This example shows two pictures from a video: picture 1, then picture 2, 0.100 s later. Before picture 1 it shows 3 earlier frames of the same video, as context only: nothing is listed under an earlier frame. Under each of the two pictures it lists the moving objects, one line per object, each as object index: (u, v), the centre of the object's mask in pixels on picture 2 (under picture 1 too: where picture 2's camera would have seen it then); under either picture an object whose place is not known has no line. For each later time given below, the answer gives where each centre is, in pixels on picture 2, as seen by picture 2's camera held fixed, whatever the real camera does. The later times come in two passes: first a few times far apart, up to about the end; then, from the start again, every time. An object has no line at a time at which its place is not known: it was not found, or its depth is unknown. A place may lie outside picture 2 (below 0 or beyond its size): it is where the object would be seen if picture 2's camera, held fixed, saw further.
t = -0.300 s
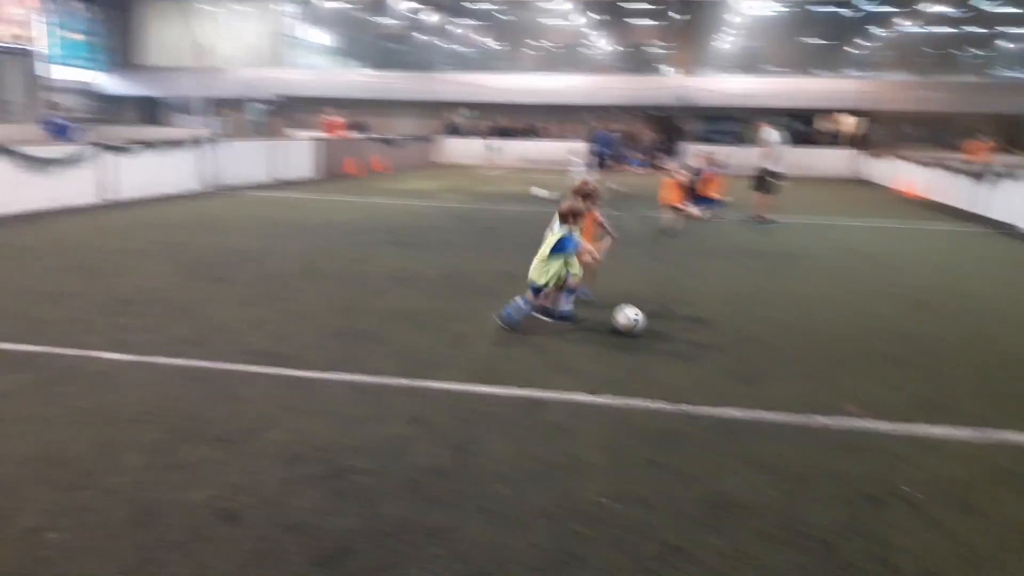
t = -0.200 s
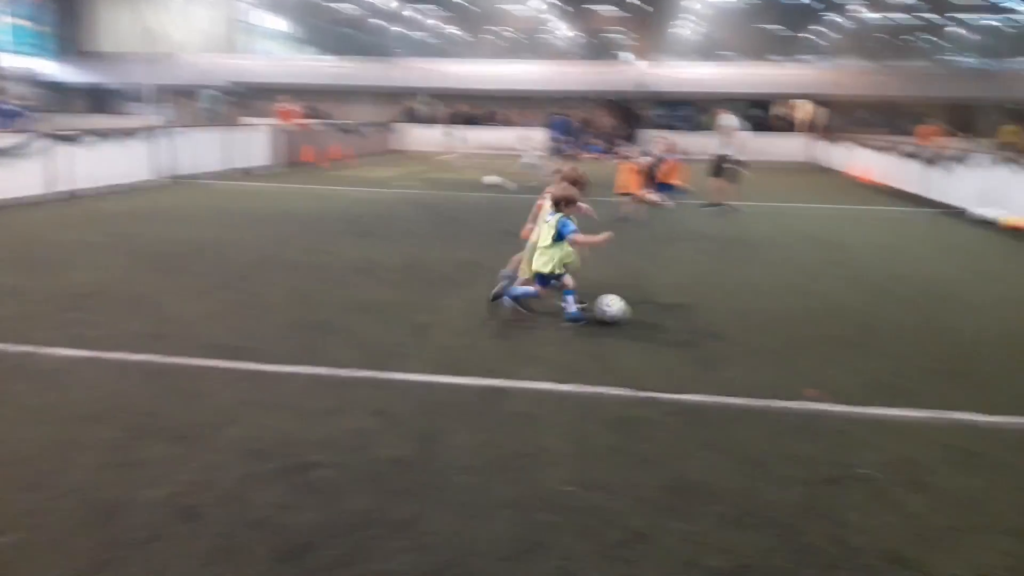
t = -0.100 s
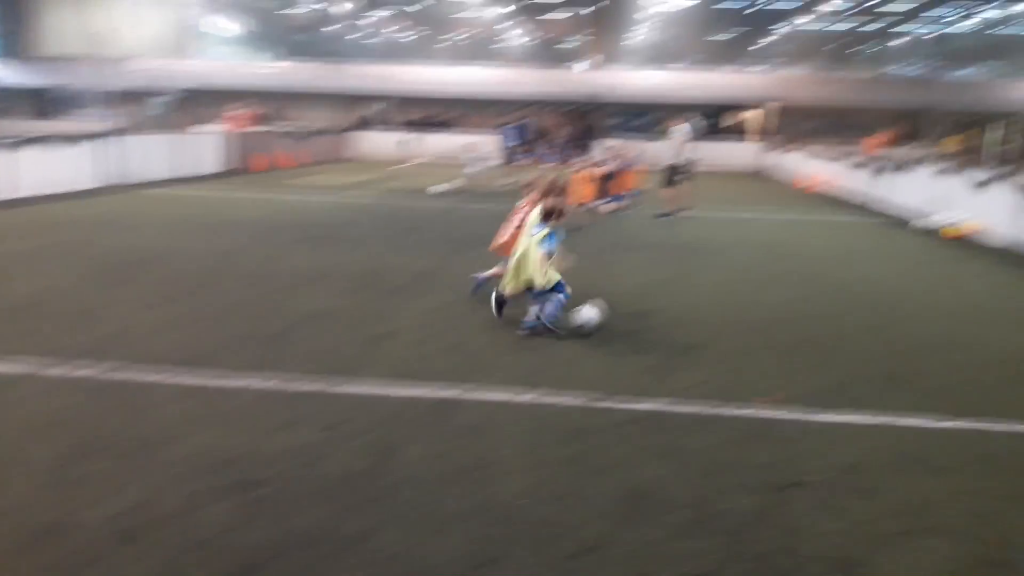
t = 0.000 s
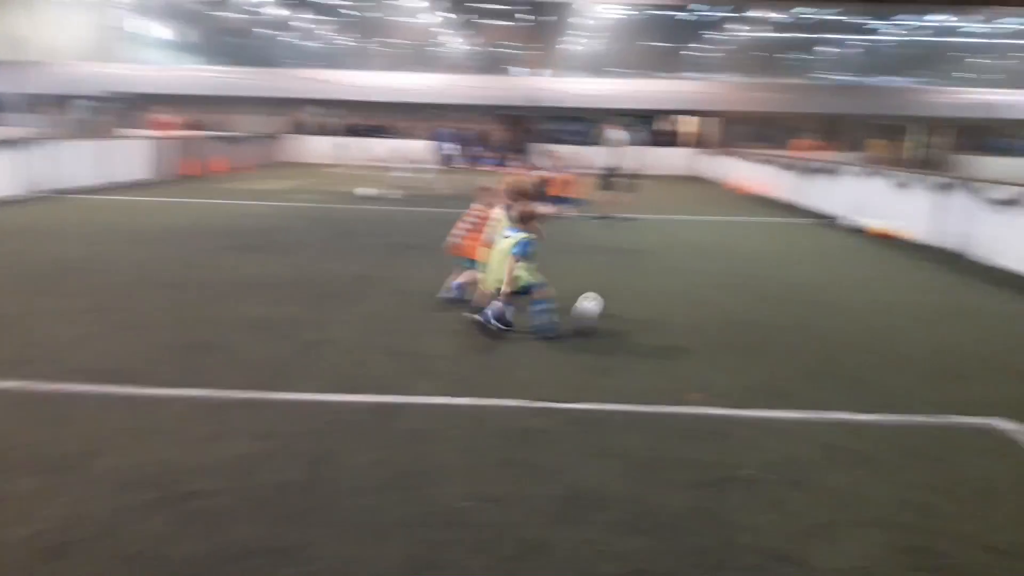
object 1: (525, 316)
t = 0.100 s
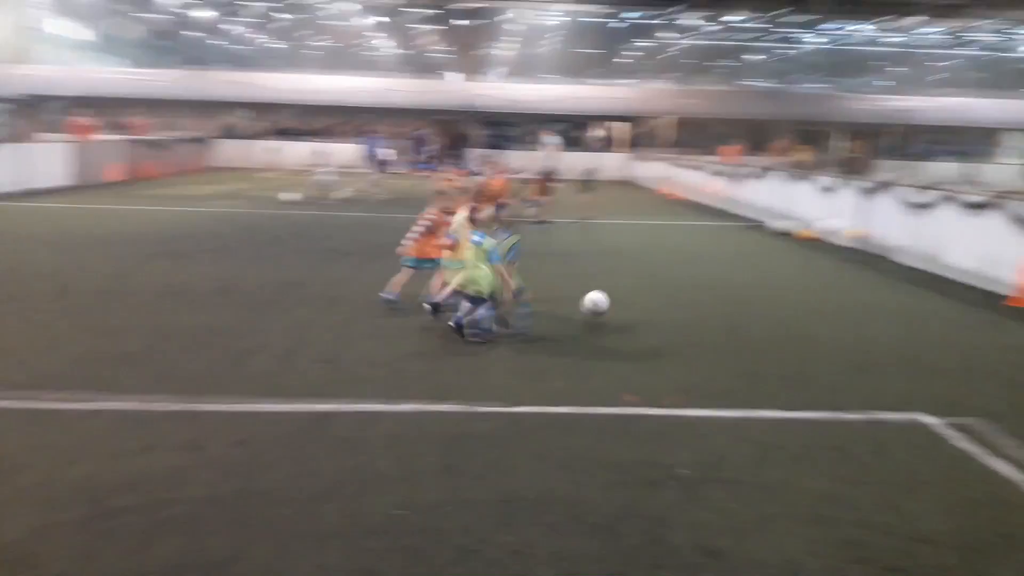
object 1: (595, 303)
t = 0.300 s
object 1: (700, 293)
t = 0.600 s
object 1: (793, 285)
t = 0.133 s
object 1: (617, 303)
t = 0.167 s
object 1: (637, 303)
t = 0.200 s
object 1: (656, 304)
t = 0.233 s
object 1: (671, 299)
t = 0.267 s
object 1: (686, 297)
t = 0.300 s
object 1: (700, 293)
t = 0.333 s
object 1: (714, 291)
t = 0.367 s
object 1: (727, 291)
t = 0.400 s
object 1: (740, 292)
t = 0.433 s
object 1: (751, 292)
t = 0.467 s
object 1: (760, 291)
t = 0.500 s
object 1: (768, 287)
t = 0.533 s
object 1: (776, 285)
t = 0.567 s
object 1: (785, 284)
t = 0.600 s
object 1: (793, 285)
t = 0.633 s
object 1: (799, 286)
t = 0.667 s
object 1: (807, 287)
